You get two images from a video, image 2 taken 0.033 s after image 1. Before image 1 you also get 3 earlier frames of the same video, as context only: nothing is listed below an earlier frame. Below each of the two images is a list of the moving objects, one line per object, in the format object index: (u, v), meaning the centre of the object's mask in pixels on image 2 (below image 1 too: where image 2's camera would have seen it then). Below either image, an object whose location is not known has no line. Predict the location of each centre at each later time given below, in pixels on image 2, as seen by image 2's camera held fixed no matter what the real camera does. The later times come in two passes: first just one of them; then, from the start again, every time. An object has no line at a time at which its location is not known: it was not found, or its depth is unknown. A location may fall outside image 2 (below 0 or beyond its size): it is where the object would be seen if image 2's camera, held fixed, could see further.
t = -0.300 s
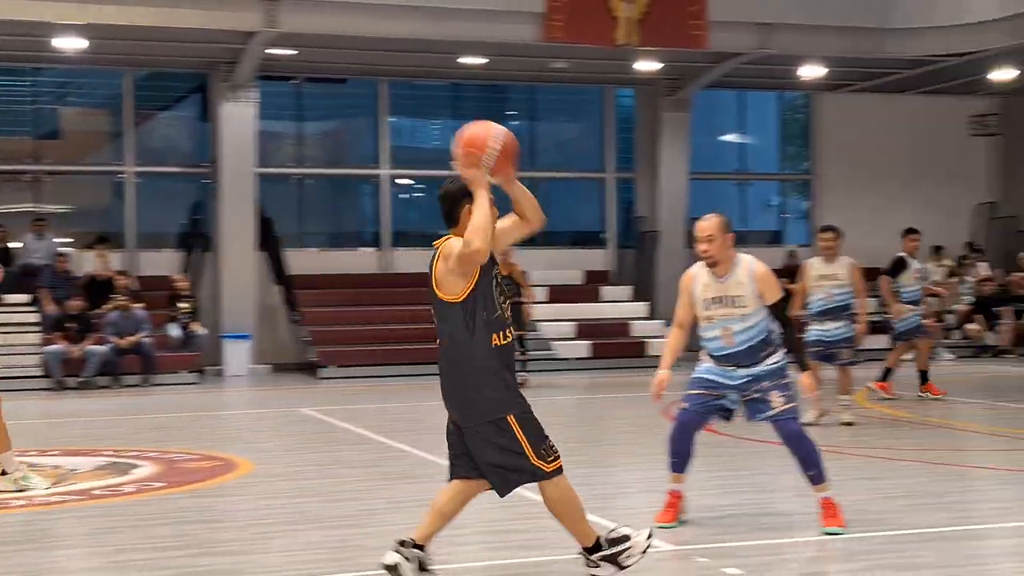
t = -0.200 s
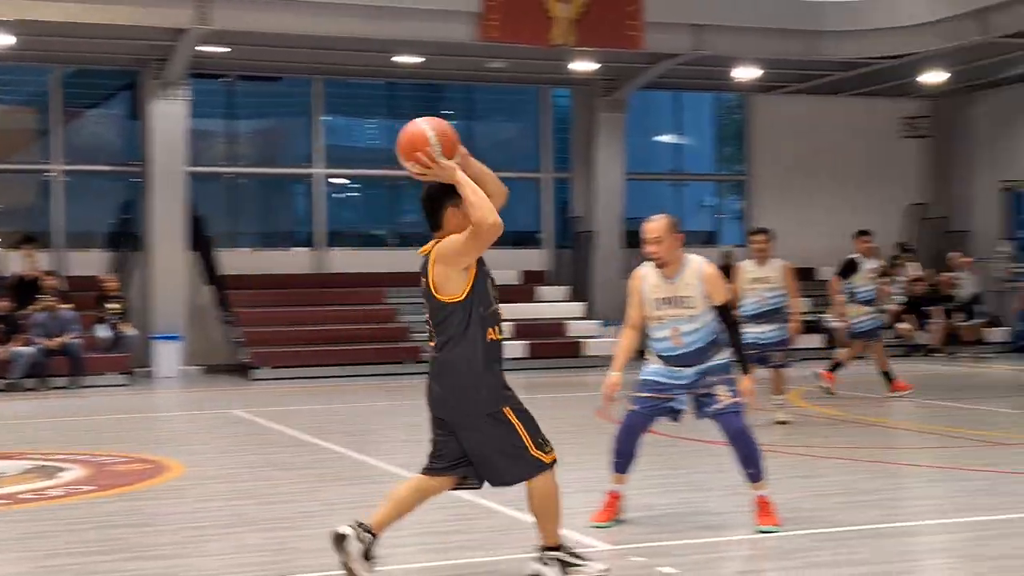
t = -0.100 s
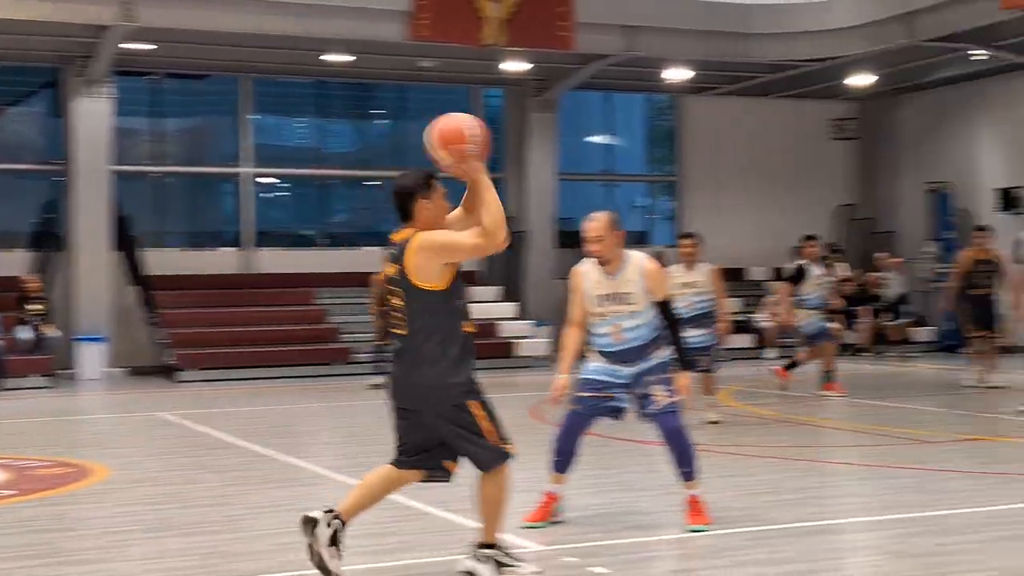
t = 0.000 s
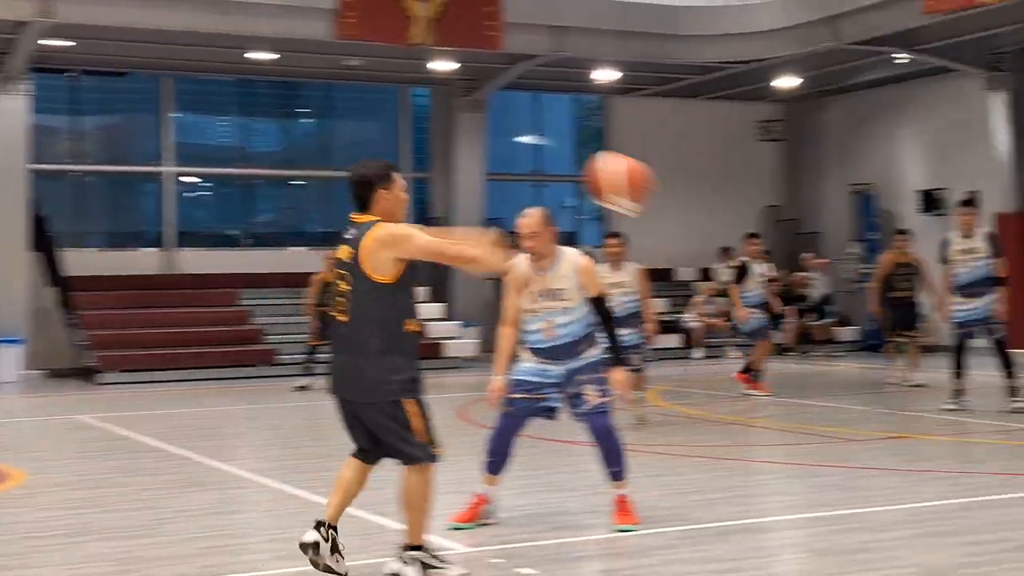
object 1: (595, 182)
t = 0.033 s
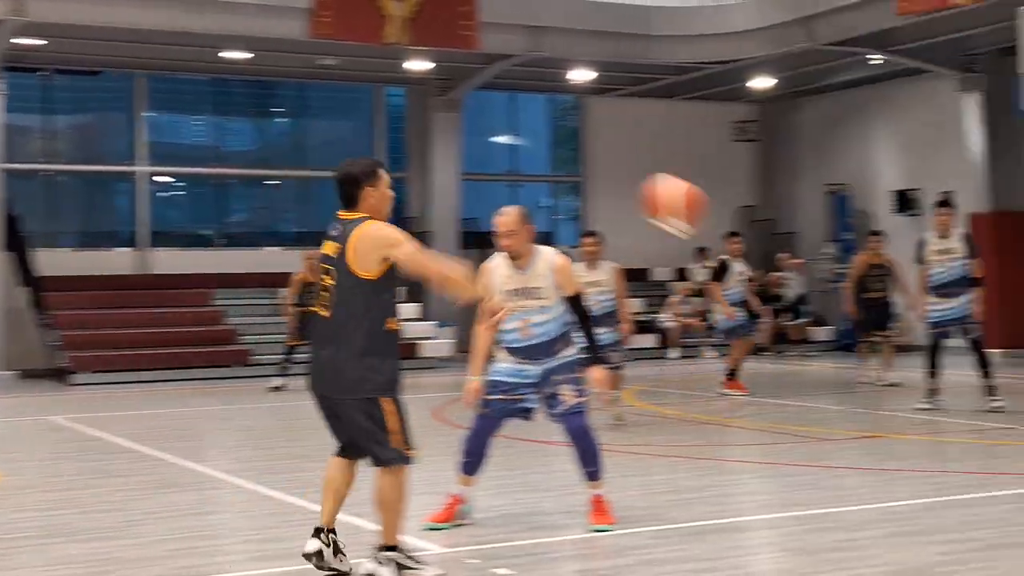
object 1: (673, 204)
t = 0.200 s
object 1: (1015, 335)
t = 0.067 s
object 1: (748, 228)
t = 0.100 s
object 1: (818, 252)
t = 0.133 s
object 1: (885, 278)
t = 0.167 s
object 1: (950, 307)
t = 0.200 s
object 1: (1015, 335)
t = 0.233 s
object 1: (1076, 366)
